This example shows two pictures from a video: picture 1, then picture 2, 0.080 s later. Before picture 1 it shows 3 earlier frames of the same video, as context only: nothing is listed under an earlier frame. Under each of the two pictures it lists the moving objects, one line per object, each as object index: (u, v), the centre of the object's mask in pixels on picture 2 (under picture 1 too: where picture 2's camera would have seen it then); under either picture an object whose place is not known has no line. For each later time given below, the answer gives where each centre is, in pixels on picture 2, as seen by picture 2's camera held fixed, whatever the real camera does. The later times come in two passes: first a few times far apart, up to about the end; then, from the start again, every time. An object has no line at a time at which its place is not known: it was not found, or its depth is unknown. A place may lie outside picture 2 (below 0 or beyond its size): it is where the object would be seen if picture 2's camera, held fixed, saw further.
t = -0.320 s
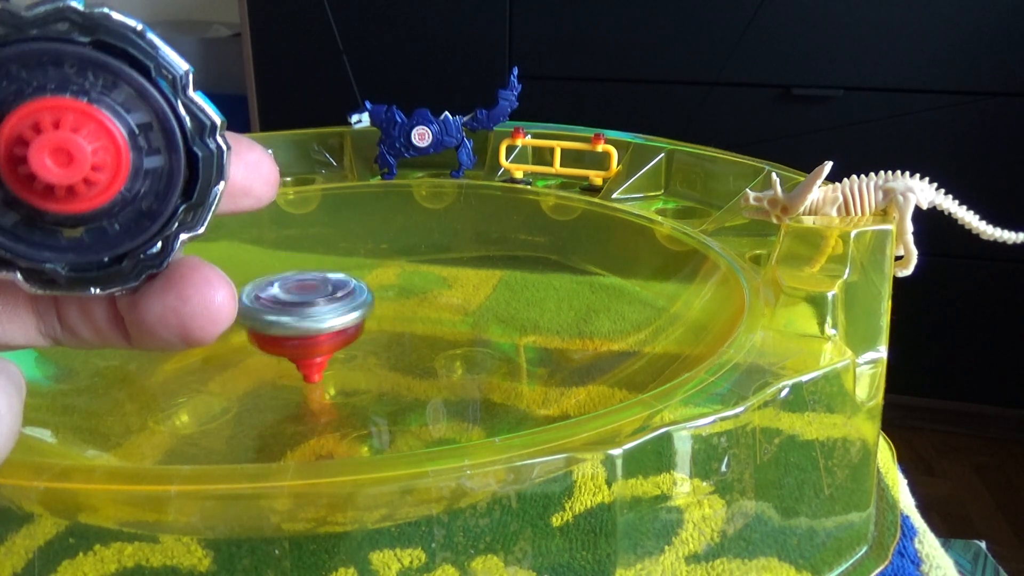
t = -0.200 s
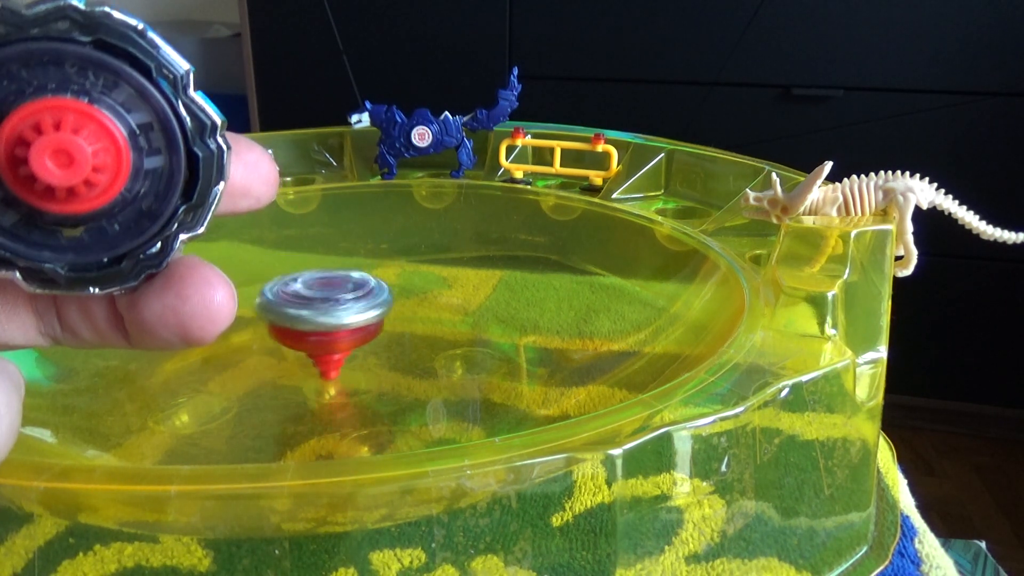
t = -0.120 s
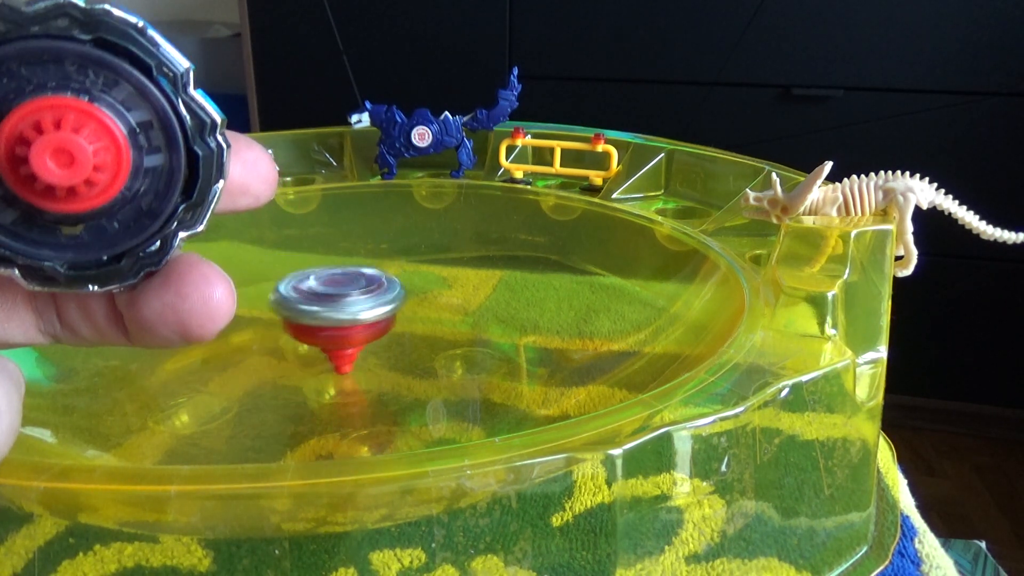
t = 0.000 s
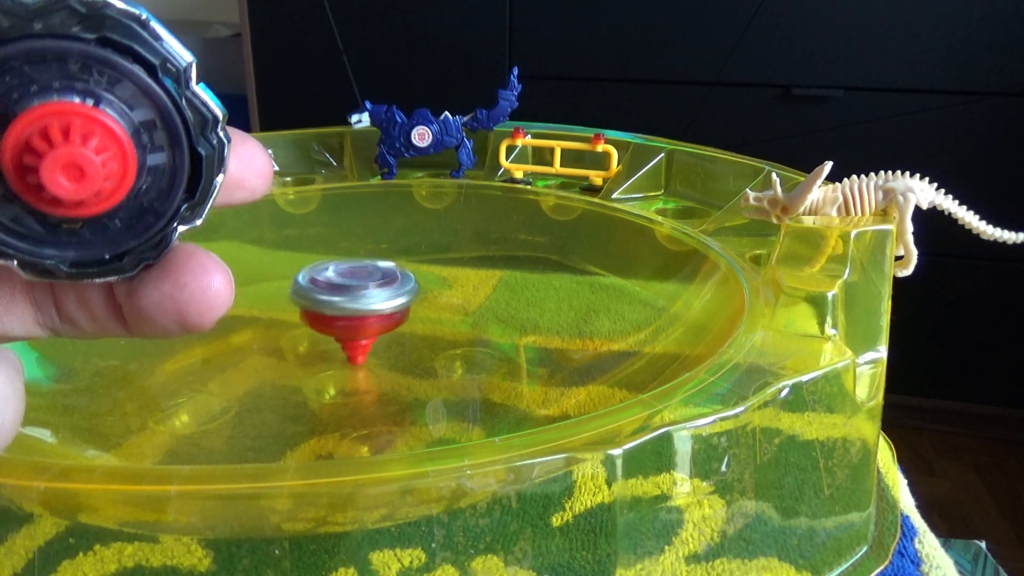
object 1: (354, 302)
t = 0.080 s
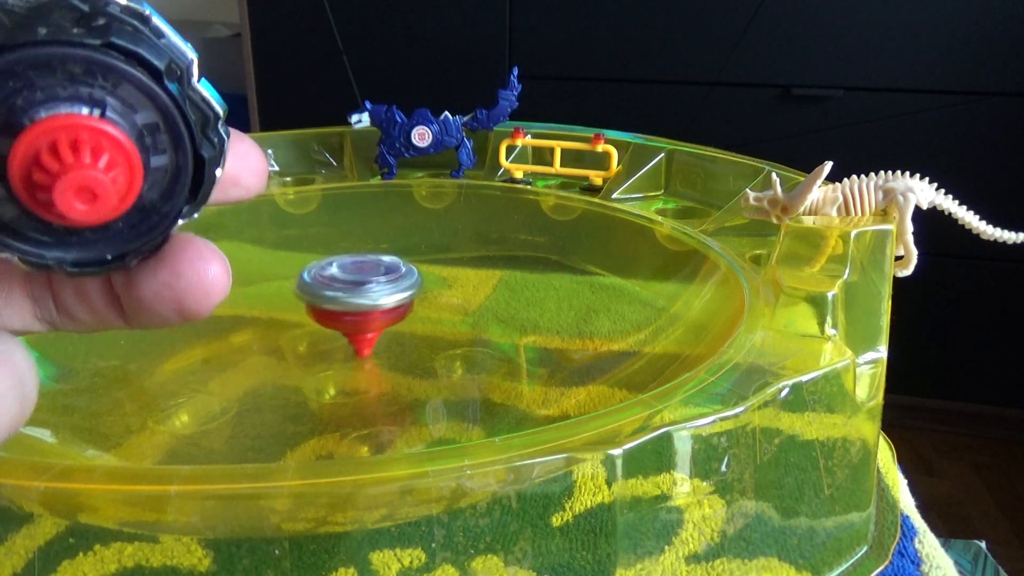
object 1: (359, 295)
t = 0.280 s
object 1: (354, 281)
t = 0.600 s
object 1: (309, 278)
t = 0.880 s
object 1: (282, 293)
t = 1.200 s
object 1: (298, 310)
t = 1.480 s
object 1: (338, 309)
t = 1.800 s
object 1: (367, 294)
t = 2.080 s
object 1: (356, 284)
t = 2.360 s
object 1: (327, 283)
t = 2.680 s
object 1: (302, 296)
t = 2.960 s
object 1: (307, 304)
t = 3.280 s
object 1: (329, 305)
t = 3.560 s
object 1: (346, 296)
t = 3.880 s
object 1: (343, 288)
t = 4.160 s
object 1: (331, 287)
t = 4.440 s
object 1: (327, 293)
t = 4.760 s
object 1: (330, 297)
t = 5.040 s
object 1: (331, 298)
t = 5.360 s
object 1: (332, 296)
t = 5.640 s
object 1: (331, 294)
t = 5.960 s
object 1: (328, 293)
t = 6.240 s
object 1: (326, 294)
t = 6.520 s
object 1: (328, 292)
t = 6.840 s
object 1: (330, 295)
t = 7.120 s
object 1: (335, 295)
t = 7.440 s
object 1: (339, 296)
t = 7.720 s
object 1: (339, 297)
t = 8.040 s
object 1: (336, 295)
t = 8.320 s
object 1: (330, 296)
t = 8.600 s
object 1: (328, 294)
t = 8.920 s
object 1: (331, 294)
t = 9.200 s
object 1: (333, 293)
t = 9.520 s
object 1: (335, 295)
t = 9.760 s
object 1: (335, 295)
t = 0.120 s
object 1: (360, 292)
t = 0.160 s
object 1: (361, 289)
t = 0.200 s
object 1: (361, 287)
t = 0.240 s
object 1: (358, 283)
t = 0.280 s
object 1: (354, 281)
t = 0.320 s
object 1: (350, 279)
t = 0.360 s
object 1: (345, 278)
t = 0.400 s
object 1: (340, 277)
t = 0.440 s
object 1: (335, 277)
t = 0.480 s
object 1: (328, 276)
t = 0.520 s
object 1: (322, 276)
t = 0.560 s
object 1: (315, 277)
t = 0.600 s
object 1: (309, 278)
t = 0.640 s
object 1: (303, 279)
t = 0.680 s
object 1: (298, 281)
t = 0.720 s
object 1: (293, 283)
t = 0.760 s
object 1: (289, 286)
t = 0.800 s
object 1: (285, 288)
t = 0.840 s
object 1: (283, 291)
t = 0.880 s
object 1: (282, 293)
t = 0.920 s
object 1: (281, 296)
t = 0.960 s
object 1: (281, 299)
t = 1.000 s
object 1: (282, 301)
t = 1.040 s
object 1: (283, 303)
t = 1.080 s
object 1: (286, 306)
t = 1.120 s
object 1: (290, 307)
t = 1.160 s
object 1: (293, 308)
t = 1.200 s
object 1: (298, 310)
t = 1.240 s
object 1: (303, 310)
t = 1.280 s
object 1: (308, 311)
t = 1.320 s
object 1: (314, 310)
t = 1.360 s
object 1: (320, 310)
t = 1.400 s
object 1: (326, 310)
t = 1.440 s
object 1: (332, 310)
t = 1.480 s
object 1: (338, 309)
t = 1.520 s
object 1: (344, 308)
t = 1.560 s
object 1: (350, 307)
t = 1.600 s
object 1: (354, 305)
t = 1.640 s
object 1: (358, 303)
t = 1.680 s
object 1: (361, 300)
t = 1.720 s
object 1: (364, 299)
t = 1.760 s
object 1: (365, 297)
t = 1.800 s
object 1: (367, 294)
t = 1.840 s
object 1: (366, 293)
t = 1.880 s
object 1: (366, 291)
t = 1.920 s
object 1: (365, 289)
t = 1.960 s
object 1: (363, 287)
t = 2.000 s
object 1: (361, 286)
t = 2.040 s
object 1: (359, 284)
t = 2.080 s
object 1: (356, 284)
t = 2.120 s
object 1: (352, 283)
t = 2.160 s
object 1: (349, 282)
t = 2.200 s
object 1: (346, 282)
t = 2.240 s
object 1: (341, 282)
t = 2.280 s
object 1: (336, 282)
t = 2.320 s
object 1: (332, 283)
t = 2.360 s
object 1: (327, 283)
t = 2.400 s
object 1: (323, 284)
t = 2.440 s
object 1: (318, 286)
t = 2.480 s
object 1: (315, 287)
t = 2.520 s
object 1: (311, 289)
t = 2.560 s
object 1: (308, 290)
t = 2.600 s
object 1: (306, 292)
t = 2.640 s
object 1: (304, 293)
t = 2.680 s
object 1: (302, 296)
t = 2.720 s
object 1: (302, 297)
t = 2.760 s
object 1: (302, 298)
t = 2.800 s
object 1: (301, 300)
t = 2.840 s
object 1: (302, 301)
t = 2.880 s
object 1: (303, 302)
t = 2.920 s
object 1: (304, 304)
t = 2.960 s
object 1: (307, 304)
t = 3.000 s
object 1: (309, 305)
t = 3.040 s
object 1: (311, 305)
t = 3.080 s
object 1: (312, 305)
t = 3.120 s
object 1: (315, 306)
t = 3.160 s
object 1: (318, 306)
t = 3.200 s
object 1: (322, 306)
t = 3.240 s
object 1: (325, 305)
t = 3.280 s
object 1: (329, 305)
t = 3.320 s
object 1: (333, 304)
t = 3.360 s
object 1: (335, 303)
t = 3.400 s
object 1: (337, 301)
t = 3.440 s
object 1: (340, 300)
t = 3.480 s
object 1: (342, 299)
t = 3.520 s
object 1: (343, 297)
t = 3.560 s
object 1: (346, 296)
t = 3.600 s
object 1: (346, 294)
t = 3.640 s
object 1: (347, 293)
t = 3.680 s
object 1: (348, 292)
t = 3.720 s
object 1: (347, 290)
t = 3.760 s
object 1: (346, 290)
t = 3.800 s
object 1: (346, 289)
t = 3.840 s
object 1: (345, 288)
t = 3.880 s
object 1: (343, 288)
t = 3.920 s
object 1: (342, 287)
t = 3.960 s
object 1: (340, 287)
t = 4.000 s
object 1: (339, 287)
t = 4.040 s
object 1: (336, 287)
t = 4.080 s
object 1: (335, 287)
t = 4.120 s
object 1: (333, 287)
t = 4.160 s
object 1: (331, 287)
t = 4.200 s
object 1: (330, 288)
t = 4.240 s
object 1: (330, 289)
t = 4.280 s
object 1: (329, 289)
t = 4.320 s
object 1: (328, 290)
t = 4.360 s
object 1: (328, 291)
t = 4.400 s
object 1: (328, 292)
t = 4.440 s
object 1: (327, 293)
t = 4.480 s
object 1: (327, 293)
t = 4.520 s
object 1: (327, 294)
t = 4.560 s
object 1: (328, 295)
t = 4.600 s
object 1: (328, 295)
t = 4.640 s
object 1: (328, 296)
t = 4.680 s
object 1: (329, 296)
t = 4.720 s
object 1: (329, 297)
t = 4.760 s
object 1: (330, 297)
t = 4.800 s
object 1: (331, 297)
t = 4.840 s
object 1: (331, 297)
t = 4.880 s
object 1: (331, 297)
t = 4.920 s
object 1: (332, 297)
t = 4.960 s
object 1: (332, 297)
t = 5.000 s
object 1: (331, 298)
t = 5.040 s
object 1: (331, 298)
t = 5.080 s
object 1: (332, 298)
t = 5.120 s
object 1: (333, 298)
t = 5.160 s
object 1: (333, 298)
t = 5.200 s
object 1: (334, 297)
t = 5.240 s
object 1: (333, 297)
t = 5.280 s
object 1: (334, 297)
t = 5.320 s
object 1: (333, 297)
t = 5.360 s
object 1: (332, 296)
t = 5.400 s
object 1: (332, 296)
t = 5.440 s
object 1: (332, 296)
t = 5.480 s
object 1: (332, 295)
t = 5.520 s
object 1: (332, 296)
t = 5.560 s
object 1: (332, 295)
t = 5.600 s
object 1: (332, 295)
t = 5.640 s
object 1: (331, 294)
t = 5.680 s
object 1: (330, 293)
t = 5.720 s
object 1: (328, 294)
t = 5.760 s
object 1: (328, 294)
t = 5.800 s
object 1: (329, 294)
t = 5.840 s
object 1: (329, 294)
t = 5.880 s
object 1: (328, 293)
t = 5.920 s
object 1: (328, 293)
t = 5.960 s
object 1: (328, 293)
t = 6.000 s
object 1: (326, 293)
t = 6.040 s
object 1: (324, 293)
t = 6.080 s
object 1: (324, 293)
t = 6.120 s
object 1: (324, 293)
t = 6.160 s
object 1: (323, 293)
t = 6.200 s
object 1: (324, 294)
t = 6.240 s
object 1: (326, 294)
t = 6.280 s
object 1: (327, 294)
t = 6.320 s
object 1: (328, 294)
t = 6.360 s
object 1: (328, 294)
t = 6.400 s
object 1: (329, 294)
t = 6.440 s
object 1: (329, 293)
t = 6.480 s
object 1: (329, 293)
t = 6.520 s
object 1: (328, 292)
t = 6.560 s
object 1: (328, 293)
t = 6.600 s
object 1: (327, 293)
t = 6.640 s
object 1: (327, 294)
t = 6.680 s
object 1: (326, 294)
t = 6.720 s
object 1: (328, 294)
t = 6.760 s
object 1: (329, 294)
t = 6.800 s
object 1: (330, 294)
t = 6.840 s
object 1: (330, 295)
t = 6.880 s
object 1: (331, 294)
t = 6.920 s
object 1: (333, 295)
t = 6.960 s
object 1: (332, 293)
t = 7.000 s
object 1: (333, 295)
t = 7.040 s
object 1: (333, 294)
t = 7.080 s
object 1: (333, 294)
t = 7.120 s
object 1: (335, 295)
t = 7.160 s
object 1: (335, 294)
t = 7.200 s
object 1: (336, 296)
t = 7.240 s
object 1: (336, 294)
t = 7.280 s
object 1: (337, 296)
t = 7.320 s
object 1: (337, 294)
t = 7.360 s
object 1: (338, 296)
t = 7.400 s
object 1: (338, 295)
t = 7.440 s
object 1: (339, 296)
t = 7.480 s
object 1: (340, 295)
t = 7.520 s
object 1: (340, 295)
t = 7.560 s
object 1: (340, 296)
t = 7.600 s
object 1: (340, 295)
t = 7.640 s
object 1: (340, 296)
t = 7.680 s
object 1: (339, 295)
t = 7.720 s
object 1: (339, 297)
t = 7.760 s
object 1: (339, 296)
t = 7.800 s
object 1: (339, 297)
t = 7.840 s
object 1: (338, 296)
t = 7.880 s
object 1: (338, 296)
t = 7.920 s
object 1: (338, 297)
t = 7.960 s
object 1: (337, 296)
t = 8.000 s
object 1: (337, 297)
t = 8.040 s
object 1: (336, 295)
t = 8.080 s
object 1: (335, 297)
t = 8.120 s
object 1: (334, 295)
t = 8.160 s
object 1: (333, 297)
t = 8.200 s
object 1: (332, 295)
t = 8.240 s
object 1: (331, 296)
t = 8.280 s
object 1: (331, 295)
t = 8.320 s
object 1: (330, 296)
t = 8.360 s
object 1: (329, 295)
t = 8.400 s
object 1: (329, 295)
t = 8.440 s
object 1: (328, 295)
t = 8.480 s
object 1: (328, 294)
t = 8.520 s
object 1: (328, 294)
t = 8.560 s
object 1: (328, 294)
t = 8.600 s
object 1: (328, 294)
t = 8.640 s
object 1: (328, 293)
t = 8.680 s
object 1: (328, 294)
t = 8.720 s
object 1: (328, 293)
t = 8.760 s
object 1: (329, 294)
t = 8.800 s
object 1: (329, 292)
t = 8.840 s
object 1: (330, 294)
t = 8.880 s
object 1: (330, 292)
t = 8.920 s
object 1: (331, 294)
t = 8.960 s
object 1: (331, 292)
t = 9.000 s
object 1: (332, 294)
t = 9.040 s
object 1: (333, 293)
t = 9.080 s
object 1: (333, 294)
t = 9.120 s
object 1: (333, 293)
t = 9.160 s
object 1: (333, 294)
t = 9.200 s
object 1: (333, 293)
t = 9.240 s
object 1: (333, 294)
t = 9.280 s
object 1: (334, 293)
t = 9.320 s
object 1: (334, 294)
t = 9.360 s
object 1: (334, 294)
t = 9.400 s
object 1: (335, 295)
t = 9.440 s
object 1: (335, 294)
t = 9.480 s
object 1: (335, 295)
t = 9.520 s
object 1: (335, 295)
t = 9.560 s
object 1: (335, 295)
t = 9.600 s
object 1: (335, 295)
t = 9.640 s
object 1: (335, 295)
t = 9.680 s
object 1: (335, 295)
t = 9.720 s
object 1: (335, 295)
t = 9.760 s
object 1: (335, 295)
